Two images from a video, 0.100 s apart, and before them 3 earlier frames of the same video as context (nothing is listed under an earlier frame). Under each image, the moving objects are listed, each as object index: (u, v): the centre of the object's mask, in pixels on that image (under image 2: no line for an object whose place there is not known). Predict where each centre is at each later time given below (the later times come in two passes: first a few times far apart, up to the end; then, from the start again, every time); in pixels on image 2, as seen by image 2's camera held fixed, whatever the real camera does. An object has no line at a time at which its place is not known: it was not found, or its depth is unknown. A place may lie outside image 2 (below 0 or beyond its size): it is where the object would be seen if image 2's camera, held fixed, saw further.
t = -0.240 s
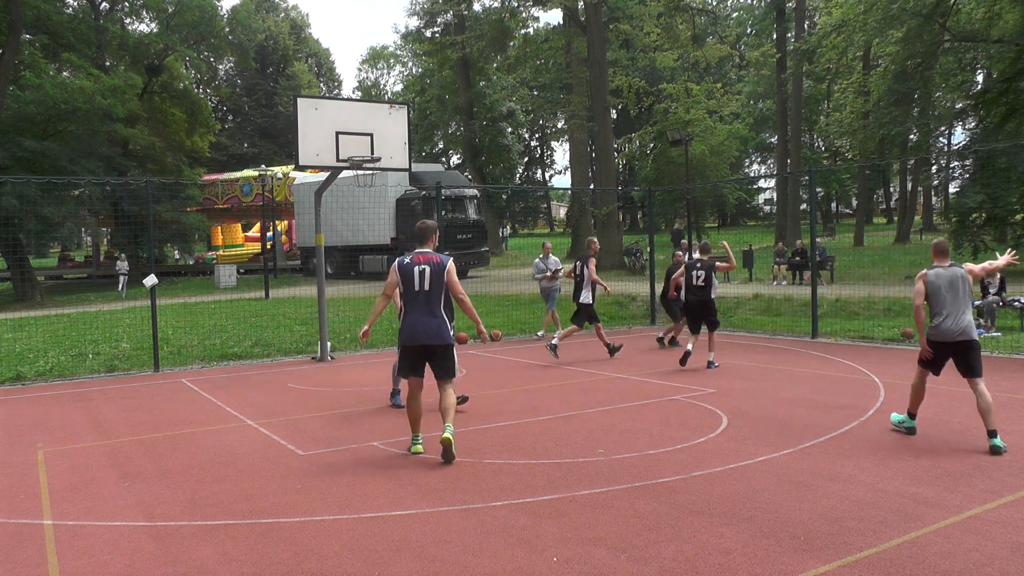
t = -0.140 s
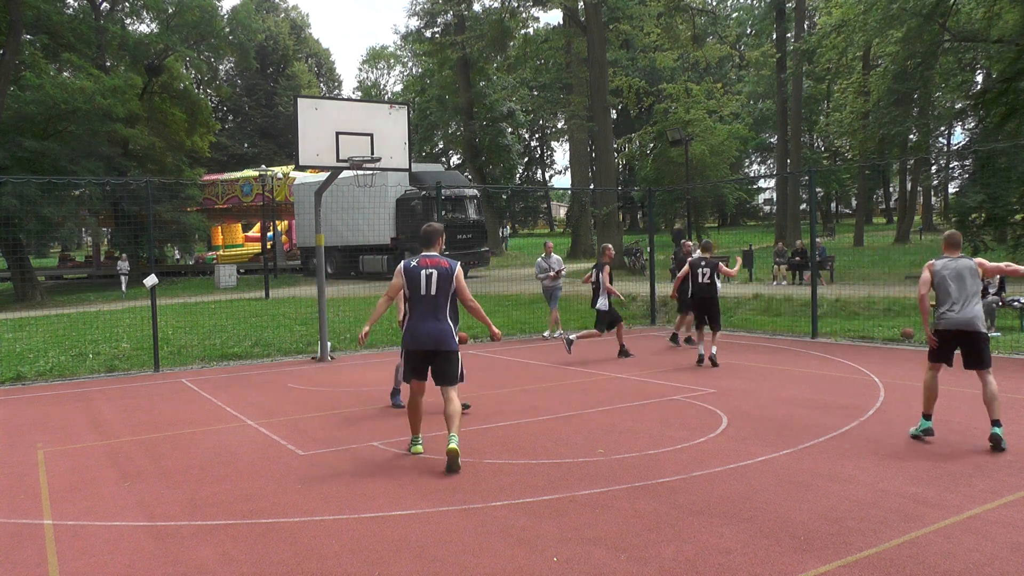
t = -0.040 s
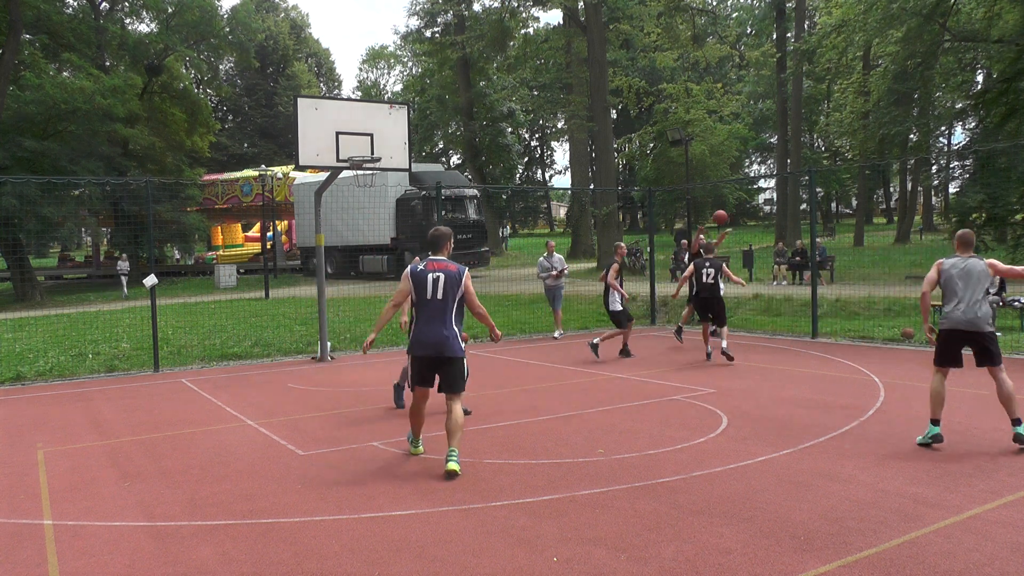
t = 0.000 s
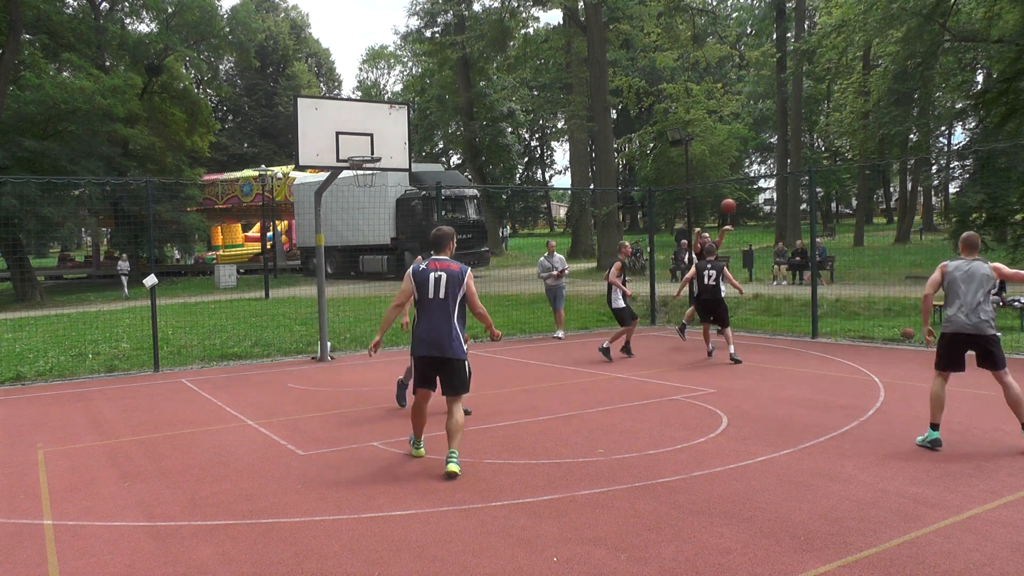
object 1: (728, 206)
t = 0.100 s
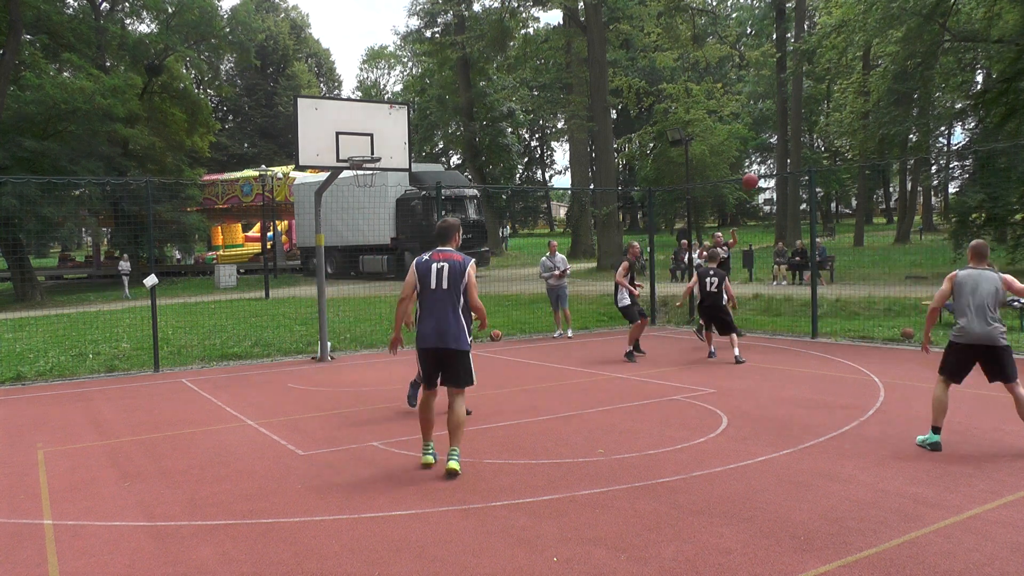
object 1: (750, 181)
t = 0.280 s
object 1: (797, 146)
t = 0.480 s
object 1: (866, 128)
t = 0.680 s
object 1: (960, 146)
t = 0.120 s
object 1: (755, 177)
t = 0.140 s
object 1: (760, 172)
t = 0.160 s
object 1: (765, 169)
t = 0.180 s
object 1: (770, 163)
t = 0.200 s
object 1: (776, 160)
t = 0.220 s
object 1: (780, 156)
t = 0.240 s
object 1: (786, 153)
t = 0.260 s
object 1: (792, 149)
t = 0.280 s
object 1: (797, 146)
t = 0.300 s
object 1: (803, 144)
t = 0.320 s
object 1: (810, 140)
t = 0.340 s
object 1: (816, 138)
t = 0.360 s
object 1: (822, 136)
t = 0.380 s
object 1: (829, 134)
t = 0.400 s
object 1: (836, 133)
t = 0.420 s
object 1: (843, 131)
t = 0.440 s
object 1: (851, 130)
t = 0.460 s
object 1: (858, 129)
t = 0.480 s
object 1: (866, 128)
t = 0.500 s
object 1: (874, 128)
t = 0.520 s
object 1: (882, 129)
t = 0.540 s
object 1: (890, 129)
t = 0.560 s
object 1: (899, 130)
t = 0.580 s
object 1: (908, 132)
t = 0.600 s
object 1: (918, 133)
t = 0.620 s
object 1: (927, 135)
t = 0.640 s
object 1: (938, 139)
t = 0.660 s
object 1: (949, 142)
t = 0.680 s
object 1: (960, 146)
